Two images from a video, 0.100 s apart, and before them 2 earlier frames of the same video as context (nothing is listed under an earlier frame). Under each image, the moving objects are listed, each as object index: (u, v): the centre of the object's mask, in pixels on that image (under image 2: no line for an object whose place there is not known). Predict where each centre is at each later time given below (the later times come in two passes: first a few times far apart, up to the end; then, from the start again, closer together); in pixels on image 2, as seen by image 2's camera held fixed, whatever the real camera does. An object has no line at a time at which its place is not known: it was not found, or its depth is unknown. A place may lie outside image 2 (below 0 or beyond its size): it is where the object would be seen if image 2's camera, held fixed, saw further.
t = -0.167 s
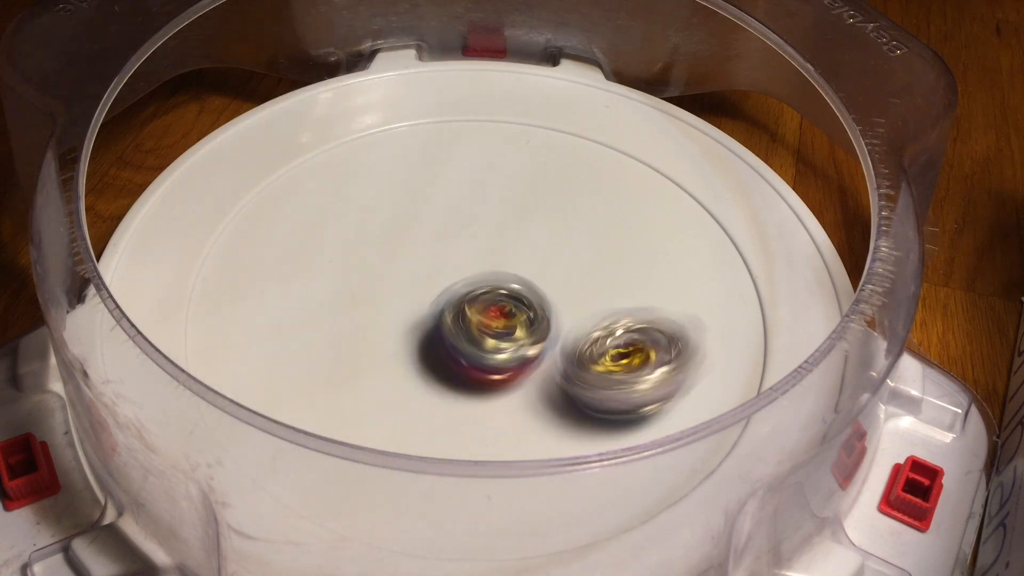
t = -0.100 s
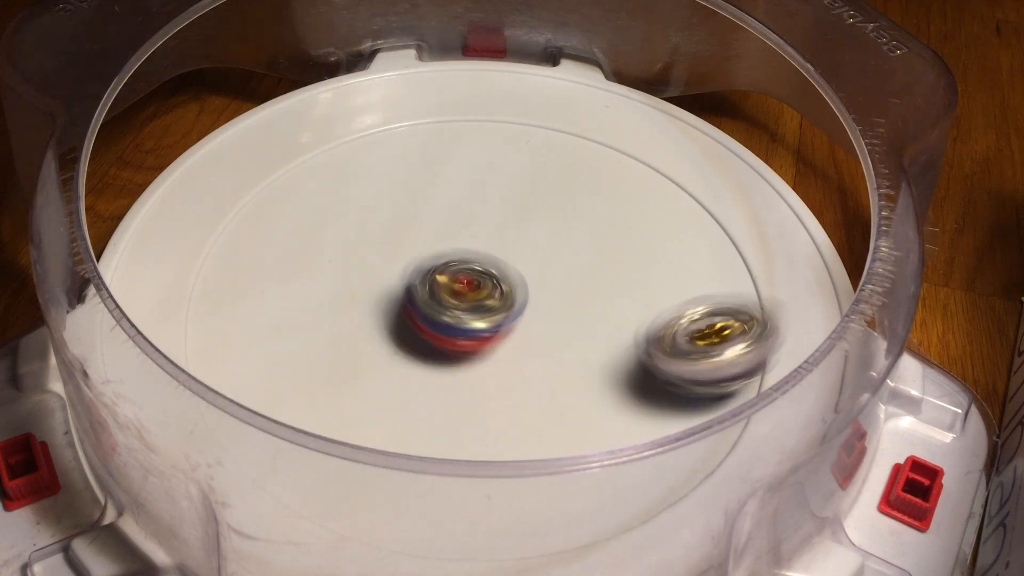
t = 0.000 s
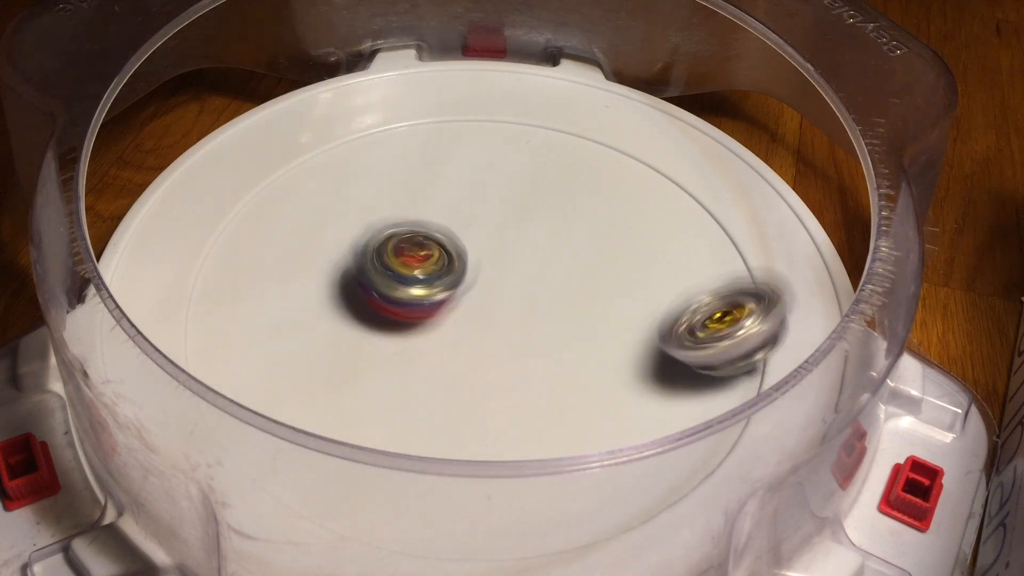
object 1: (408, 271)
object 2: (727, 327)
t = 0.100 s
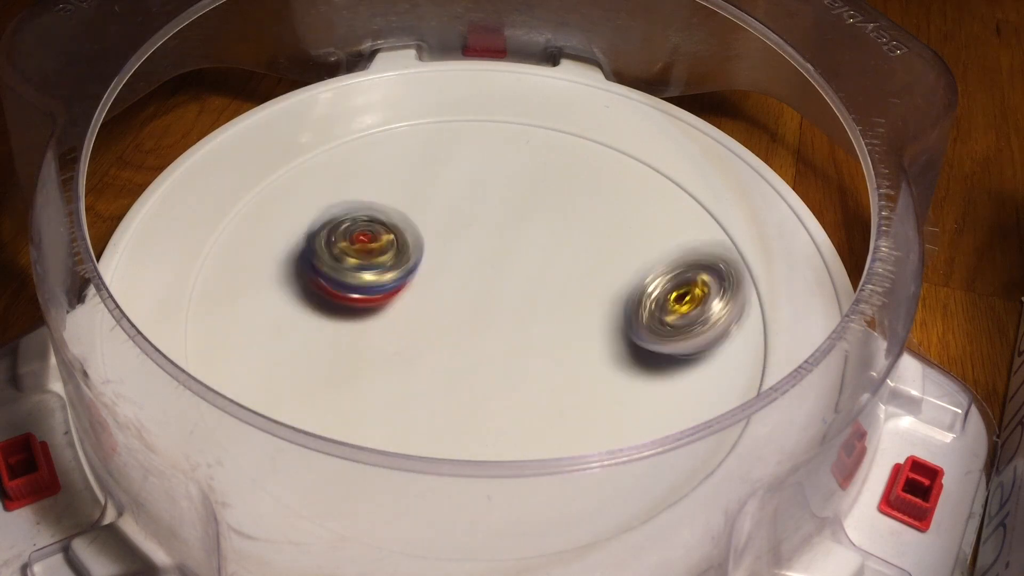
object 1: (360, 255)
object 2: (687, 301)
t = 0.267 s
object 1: (338, 275)
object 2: (615, 263)
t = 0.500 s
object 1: (382, 310)
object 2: (558, 228)
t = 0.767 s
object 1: (316, 334)
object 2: (633, 223)
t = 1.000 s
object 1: (396, 307)
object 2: (585, 294)
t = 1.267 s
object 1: (419, 315)
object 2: (568, 338)
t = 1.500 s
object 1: (415, 296)
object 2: (560, 299)
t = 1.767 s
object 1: (380, 290)
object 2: (543, 287)
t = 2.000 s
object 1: (415, 286)
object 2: (524, 303)
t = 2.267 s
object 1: (429, 314)
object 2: (535, 328)
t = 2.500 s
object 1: (425, 311)
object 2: (527, 348)
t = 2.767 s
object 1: (425, 311)
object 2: (527, 347)
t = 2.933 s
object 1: (425, 311)
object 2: (527, 347)
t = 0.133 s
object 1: (349, 254)
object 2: (674, 292)
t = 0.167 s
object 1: (338, 257)
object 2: (660, 284)
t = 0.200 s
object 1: (334, 260)
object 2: (647, 276)
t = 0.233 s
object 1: (333, 267)
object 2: (631, 269)
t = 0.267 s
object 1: (338, 275)
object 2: (615, 263)
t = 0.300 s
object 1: (346, 282)
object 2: (598, 259)
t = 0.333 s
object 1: (361, 289)
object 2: (582, 256)
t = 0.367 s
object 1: (377, 292)
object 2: (565, 254)
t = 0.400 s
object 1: (394, 292)
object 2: (548, 254)
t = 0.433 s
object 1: (408, 294)
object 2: (533, 255)
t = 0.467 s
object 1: (410, 299)
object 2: (528, 251)
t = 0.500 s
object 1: (382, 310)
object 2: (558, 228)
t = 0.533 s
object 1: (358, 316)
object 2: (586, 214)
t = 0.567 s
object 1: (343, 322)
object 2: (605, 200)
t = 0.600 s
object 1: (335, 326)
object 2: (618, 191)
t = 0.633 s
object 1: (328, 327)
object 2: (622, 187)
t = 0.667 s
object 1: (322, 327)
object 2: (624, 192)
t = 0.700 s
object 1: (315, 328)
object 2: (632, 200)
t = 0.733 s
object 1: (313, 331)
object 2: (634, 209)
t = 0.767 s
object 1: (316, 334)
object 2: (633, 223)
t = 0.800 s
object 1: (322, 333)
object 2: (630, 233)
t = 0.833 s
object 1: (333, 332)
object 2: (626, 243)
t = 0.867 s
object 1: (346, 328)
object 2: (617, 255)
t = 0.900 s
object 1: (358, 322)
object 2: (608, 265)
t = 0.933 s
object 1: (368, 315)
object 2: (601, 275)
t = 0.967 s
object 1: (381, 312)
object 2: (593, 284)
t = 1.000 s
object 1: (396, 307)
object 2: (585, 294)
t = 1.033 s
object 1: (407, 306)
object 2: (577, 302)
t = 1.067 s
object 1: (417, 310)
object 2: (571, 311)
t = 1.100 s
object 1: (427, 312)
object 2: (563, 321)
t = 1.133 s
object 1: (434, 313)
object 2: (559, 330)
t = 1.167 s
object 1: (433, 319)
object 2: (569, 336)
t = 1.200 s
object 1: (424, 319)
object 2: (572, 338)
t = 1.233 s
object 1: (421, 317)
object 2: (572, 339)
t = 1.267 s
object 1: (419, 315)
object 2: (568, 338)
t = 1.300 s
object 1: (415, 314)
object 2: (565, 335)
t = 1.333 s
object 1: (409, 310)
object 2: (566, 332)
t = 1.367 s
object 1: (407, 307)
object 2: (567, 329)
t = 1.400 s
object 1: (409, 302)
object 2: (571, 322)
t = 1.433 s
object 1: (413, 301)
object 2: (571, 313)
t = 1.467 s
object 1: (413, 299)
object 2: (565, 305)
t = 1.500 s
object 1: (415, 296)
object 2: (560, 299)
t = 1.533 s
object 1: (421, 296)
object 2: (552, 296)
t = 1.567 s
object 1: (418, 295)
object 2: (553, 294)
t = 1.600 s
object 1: (403, 294)
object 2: (569, 285)
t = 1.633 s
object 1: (390, 298)
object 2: (574, 275)
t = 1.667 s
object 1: (377, 301)
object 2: (568, 269)
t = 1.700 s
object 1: (375, 295)
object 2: (555, 271)
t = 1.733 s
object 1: (376, 288)
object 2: (547, 277)
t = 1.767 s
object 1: (380, 290)
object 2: (543, 287)
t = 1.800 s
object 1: (383, 289)
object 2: (541, 293)
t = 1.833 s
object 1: (390, 290)
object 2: (536, 296)
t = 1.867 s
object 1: (399, 290)
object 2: (528, 299)
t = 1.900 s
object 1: (407, 286)
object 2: (525, 300)
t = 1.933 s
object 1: (408, 285)
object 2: (526, 301)
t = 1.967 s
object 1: (411, 285)
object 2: (525, 302)
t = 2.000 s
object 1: (415, 286)
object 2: (524, 303)
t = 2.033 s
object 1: (418, 289)
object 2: (524, 305)
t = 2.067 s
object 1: (418, 295)
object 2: (524, 307)
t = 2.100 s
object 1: (419, 300)
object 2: (524, 310)
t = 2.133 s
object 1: (421, 303)
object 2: (525, 312)
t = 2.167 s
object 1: (423, 307)
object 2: (528, 315)
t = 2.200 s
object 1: (424, 311)
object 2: (531, 320)
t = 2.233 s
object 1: (428, 314)
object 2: (533, 324)
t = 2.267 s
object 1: (429, 314)
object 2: (535, 328)
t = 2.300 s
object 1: (429, 314)
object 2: (535, 333)
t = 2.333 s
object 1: (429, 314)
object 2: (535, 336)
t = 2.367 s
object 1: (427, 313)
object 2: (534, 339)
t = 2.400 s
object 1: (426, 312)
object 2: (532, 342)
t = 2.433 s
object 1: (425, 311)
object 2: (530, 344)
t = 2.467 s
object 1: (425, 311)
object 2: (528, 346)
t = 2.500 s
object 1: (425, 311)
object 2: (527, 348)
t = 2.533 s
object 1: (425, 311)
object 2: (526, 348)
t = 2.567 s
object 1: (425, 311)
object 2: (527, 348)
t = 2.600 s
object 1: (425, 311)
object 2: (527, 347)
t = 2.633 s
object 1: (425, 311)
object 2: (527, 347)
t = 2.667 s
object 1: (425, 311)
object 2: (527, 347)
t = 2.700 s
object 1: (425, 311)
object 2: (528, 347)
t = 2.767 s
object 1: (425, 311)
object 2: (527, 347)
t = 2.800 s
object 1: (425, 311)
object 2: (527, 347)
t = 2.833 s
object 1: (425, 311)
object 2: (527, 347)
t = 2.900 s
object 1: (425, 311)
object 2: (527, 347)
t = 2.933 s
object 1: (425, 311)
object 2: (527, 347)
